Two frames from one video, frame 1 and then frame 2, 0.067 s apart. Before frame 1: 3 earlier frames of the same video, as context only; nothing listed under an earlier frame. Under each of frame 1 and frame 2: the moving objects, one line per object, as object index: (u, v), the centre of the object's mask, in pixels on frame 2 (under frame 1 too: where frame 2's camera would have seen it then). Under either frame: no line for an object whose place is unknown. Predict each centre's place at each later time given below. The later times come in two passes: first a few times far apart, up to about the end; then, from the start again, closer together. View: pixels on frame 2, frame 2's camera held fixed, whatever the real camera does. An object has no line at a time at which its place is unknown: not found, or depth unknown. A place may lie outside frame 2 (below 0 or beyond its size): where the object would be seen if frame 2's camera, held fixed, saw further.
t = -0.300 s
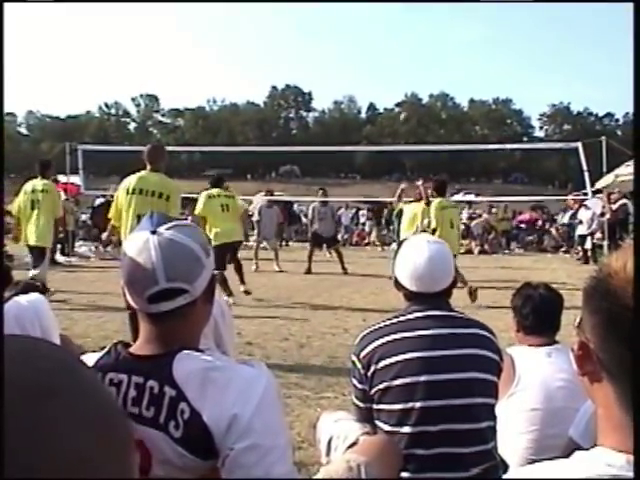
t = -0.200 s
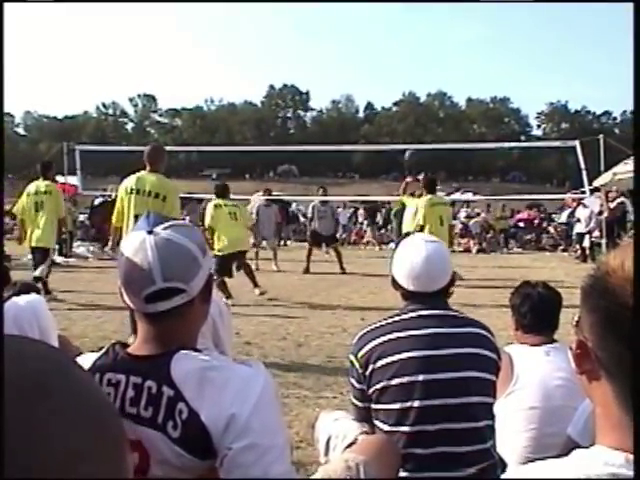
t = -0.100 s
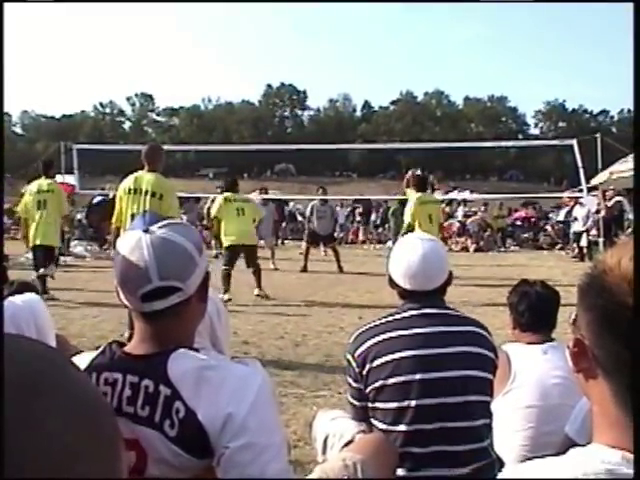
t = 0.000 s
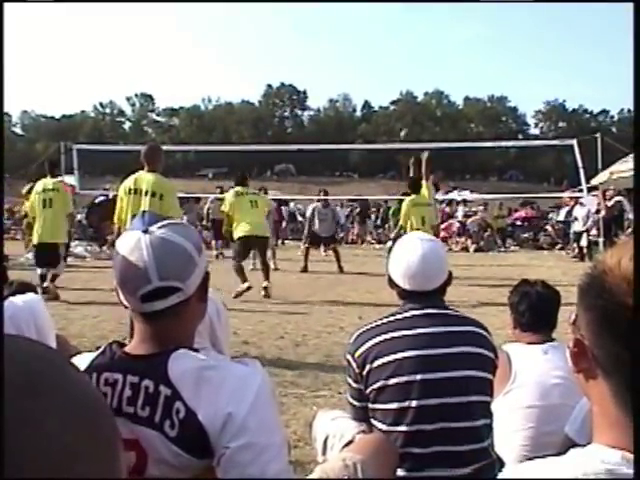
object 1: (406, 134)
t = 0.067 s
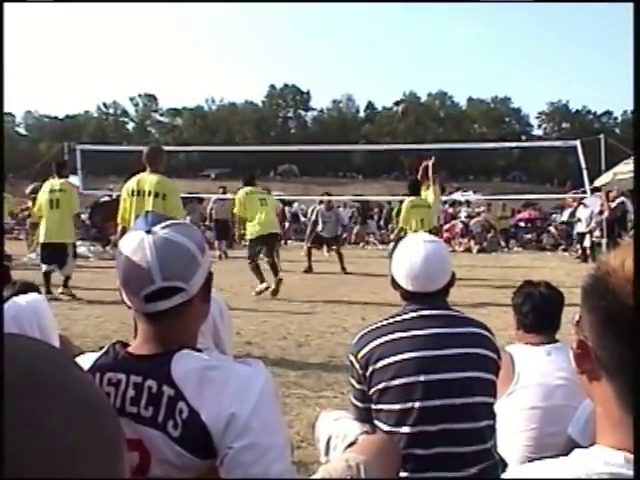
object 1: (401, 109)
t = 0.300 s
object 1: (385, 44)
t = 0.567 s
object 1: (363, 11)
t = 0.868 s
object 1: (339, 22)
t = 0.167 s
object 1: (396, 78)
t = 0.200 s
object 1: (393, 68)
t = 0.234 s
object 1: (391, 60)
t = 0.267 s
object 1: (388, 52)
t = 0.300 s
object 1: (385, 44)
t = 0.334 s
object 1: (383, 38)
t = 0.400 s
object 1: (377, 27)
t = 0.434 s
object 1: (375, 22)
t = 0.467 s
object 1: (372, 19)
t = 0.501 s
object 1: (369, 15)
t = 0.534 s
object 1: (366, 13)
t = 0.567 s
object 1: (363, 11)
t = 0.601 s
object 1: (360, 10)
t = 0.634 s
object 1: (357, 9)
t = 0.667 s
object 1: (355, 9)
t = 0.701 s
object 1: (352, 10)
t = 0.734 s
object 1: (350, 11)
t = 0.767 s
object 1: (347, 12)
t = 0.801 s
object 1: (345, 15)
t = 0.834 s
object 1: (342, 18)
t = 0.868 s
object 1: (339, 22)
